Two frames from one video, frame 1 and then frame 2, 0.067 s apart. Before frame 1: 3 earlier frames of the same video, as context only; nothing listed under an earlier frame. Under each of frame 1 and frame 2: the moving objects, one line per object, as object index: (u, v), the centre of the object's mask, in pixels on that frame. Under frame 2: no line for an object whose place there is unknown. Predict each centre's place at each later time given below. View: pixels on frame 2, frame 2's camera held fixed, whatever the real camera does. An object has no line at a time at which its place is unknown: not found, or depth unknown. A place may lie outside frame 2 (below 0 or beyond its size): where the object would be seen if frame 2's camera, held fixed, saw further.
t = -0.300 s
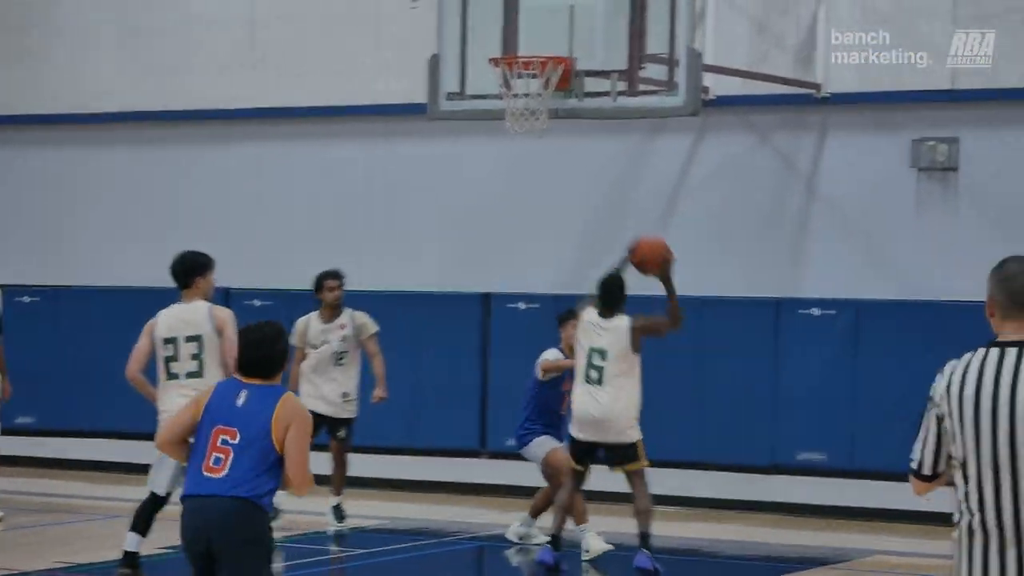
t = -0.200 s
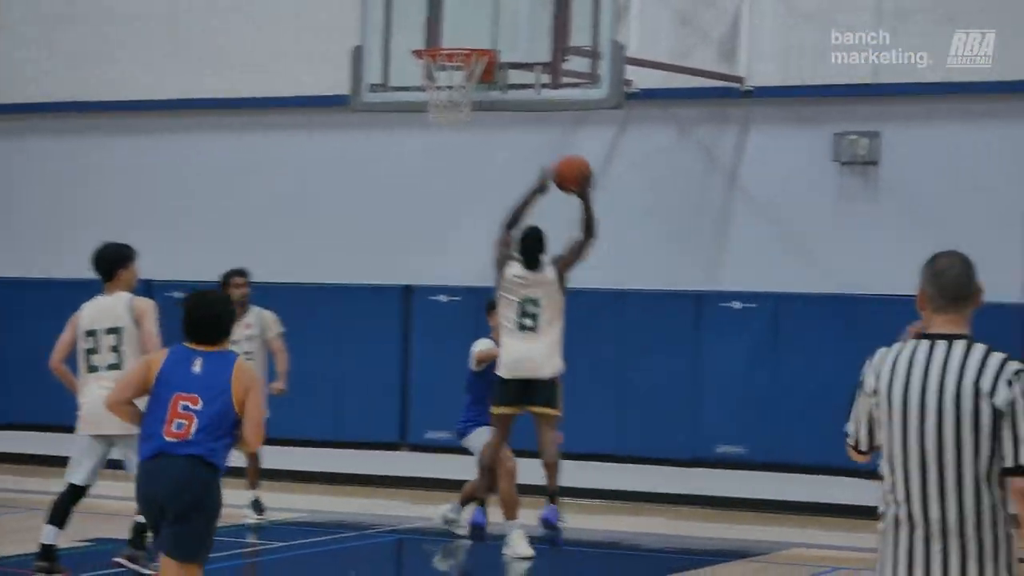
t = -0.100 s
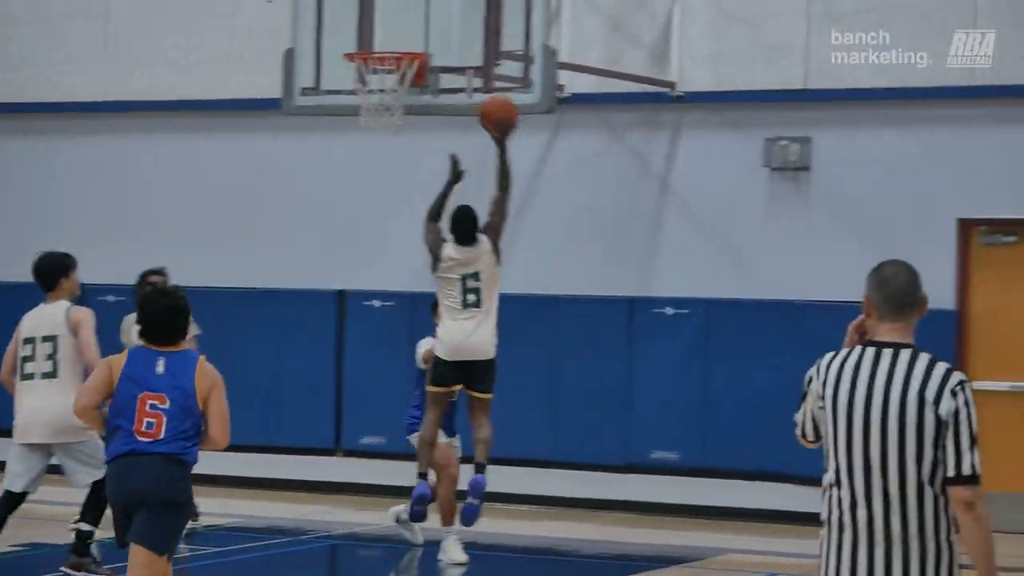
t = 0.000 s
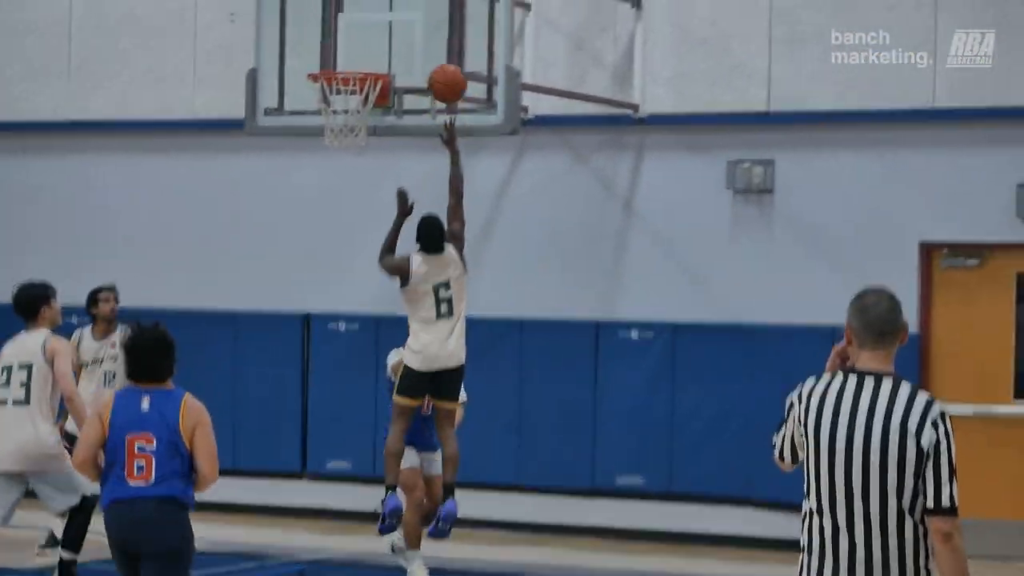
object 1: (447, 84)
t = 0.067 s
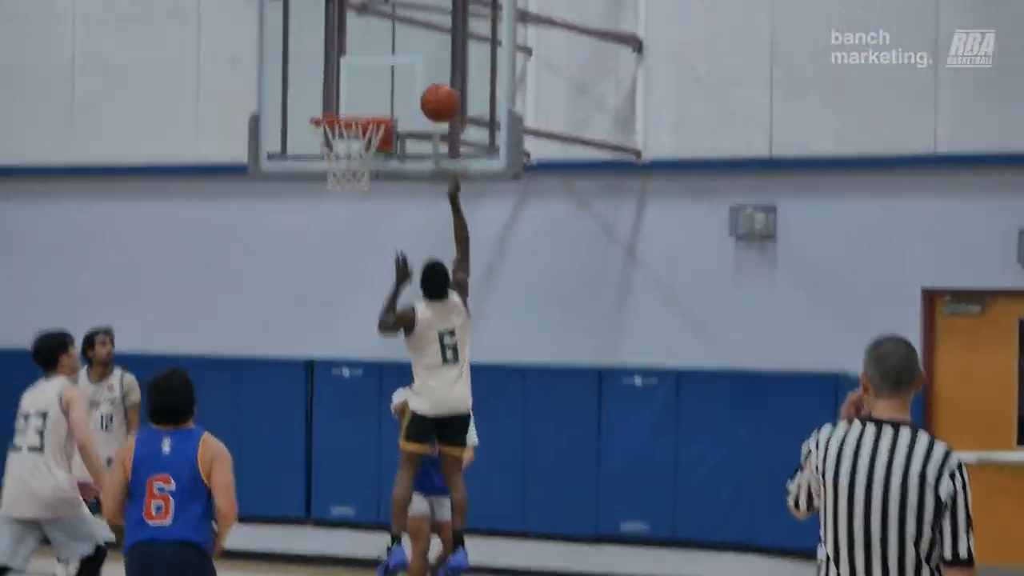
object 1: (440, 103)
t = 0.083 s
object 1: (436, 97)
